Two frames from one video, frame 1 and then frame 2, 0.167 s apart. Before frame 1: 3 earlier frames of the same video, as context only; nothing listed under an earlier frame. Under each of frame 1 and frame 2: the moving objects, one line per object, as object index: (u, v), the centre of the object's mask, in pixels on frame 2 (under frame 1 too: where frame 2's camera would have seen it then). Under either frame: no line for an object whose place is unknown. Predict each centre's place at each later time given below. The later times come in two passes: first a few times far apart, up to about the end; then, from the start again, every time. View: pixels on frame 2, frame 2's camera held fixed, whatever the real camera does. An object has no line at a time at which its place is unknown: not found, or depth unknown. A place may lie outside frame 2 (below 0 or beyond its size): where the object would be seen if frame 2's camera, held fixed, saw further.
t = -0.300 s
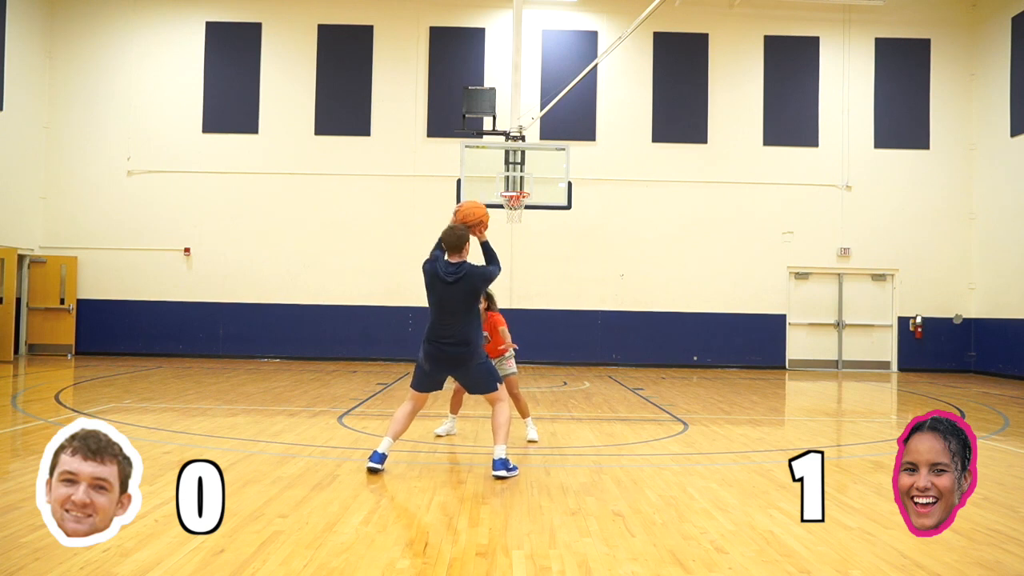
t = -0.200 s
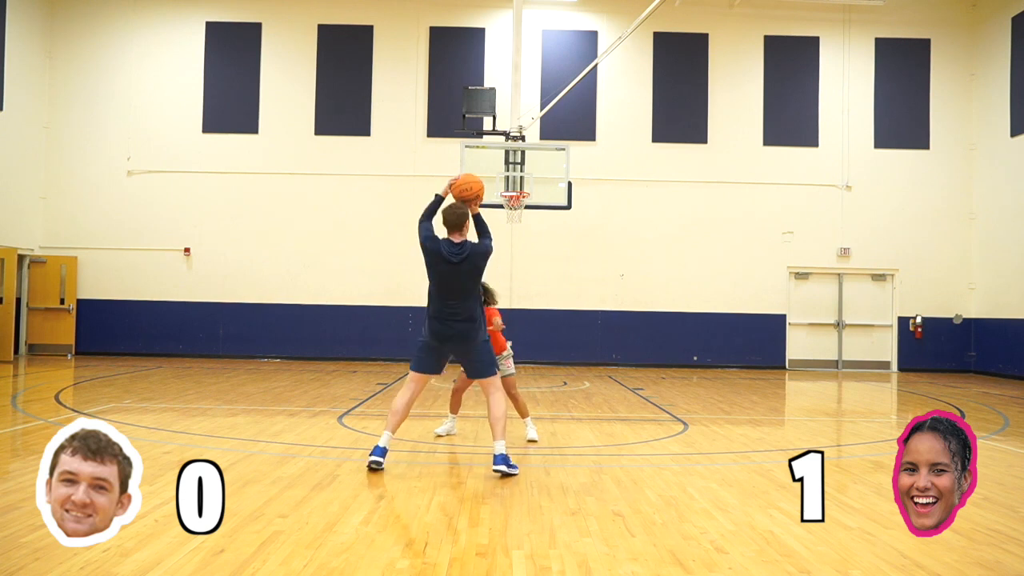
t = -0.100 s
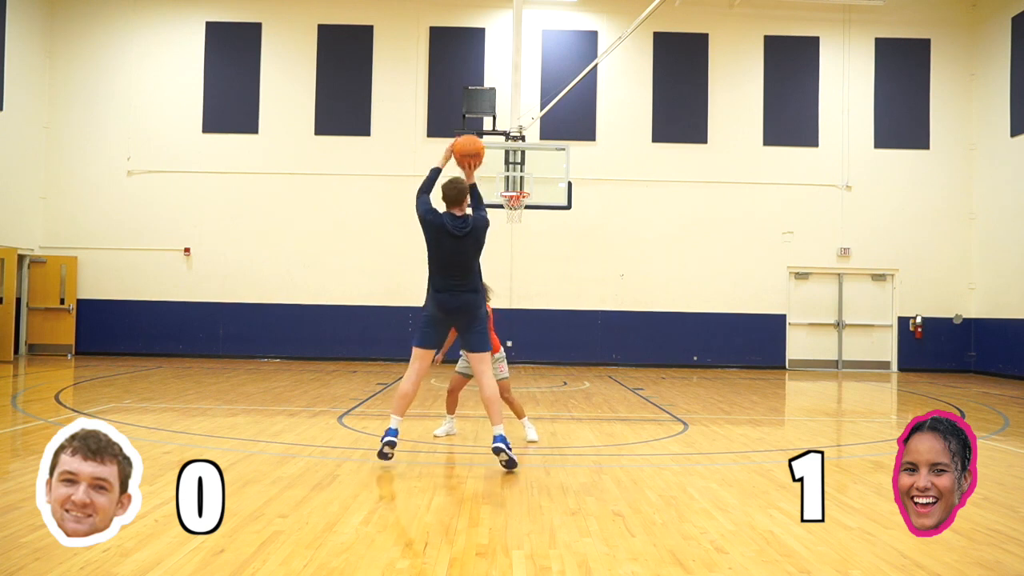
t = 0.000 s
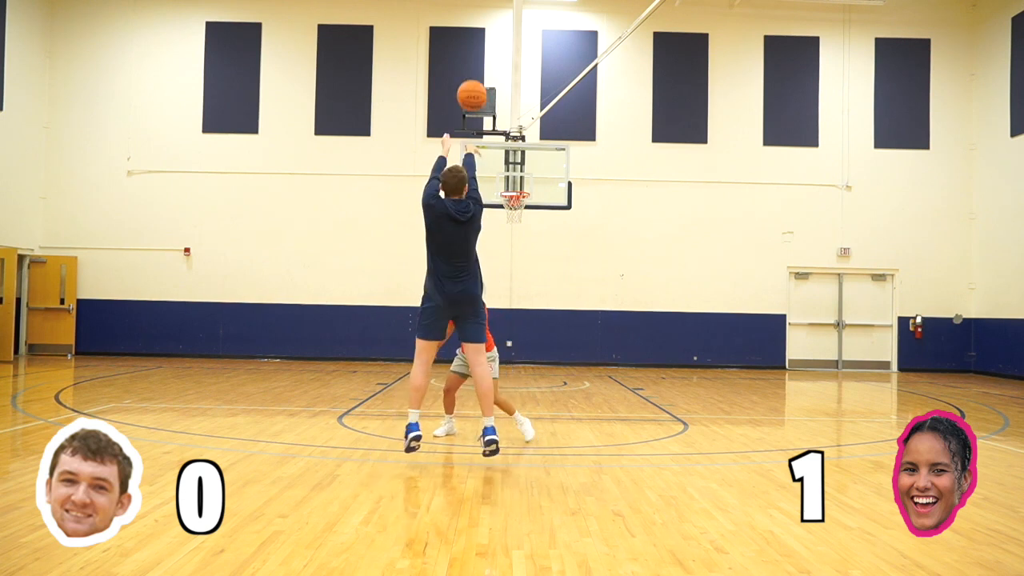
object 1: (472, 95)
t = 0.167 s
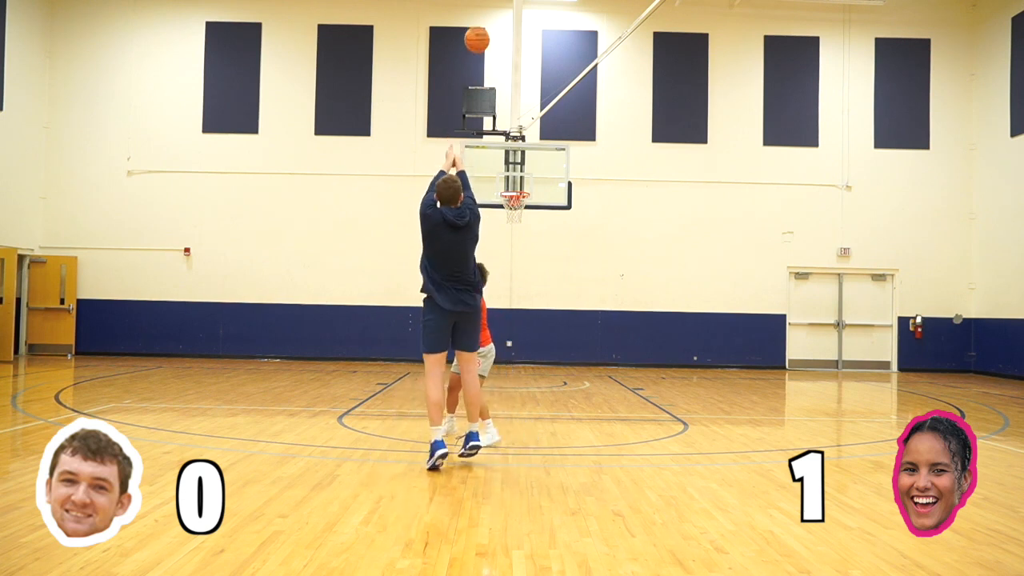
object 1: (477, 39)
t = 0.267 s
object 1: (479, 25)
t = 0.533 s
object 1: (484, 35)
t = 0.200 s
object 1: (478, 33)
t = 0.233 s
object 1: (479, 29)
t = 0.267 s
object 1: (479, 25)
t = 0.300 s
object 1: (480, 23)
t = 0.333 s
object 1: (481, 22)
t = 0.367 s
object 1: (481, 22)
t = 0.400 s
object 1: (482, 23)
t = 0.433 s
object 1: (482, 25)
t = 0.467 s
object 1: (483, 27)
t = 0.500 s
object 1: (483, 31)
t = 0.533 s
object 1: (484, 35)
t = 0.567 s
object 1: (484, 40)
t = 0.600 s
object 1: (484, 45)
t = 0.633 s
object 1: (485, 51)
